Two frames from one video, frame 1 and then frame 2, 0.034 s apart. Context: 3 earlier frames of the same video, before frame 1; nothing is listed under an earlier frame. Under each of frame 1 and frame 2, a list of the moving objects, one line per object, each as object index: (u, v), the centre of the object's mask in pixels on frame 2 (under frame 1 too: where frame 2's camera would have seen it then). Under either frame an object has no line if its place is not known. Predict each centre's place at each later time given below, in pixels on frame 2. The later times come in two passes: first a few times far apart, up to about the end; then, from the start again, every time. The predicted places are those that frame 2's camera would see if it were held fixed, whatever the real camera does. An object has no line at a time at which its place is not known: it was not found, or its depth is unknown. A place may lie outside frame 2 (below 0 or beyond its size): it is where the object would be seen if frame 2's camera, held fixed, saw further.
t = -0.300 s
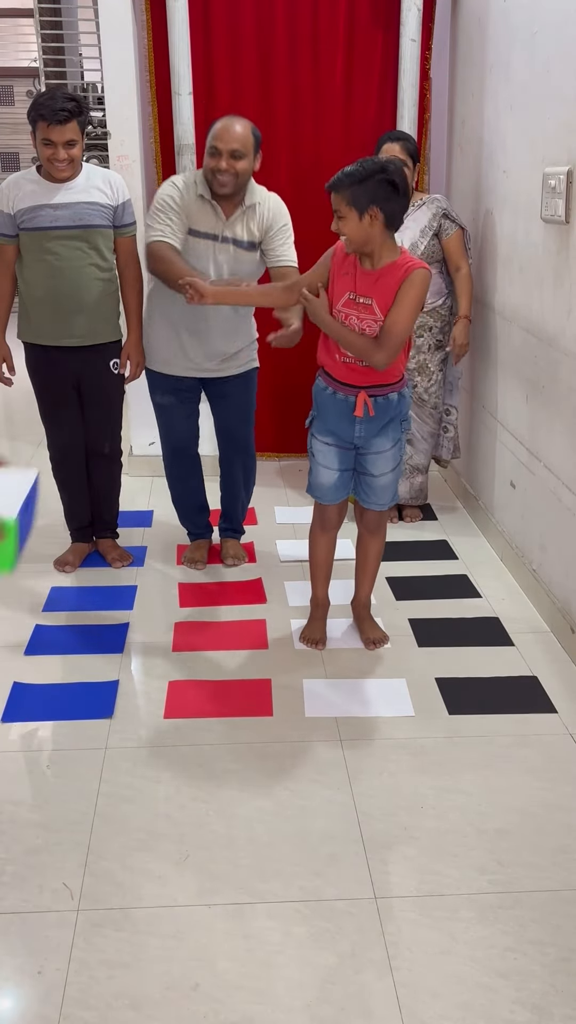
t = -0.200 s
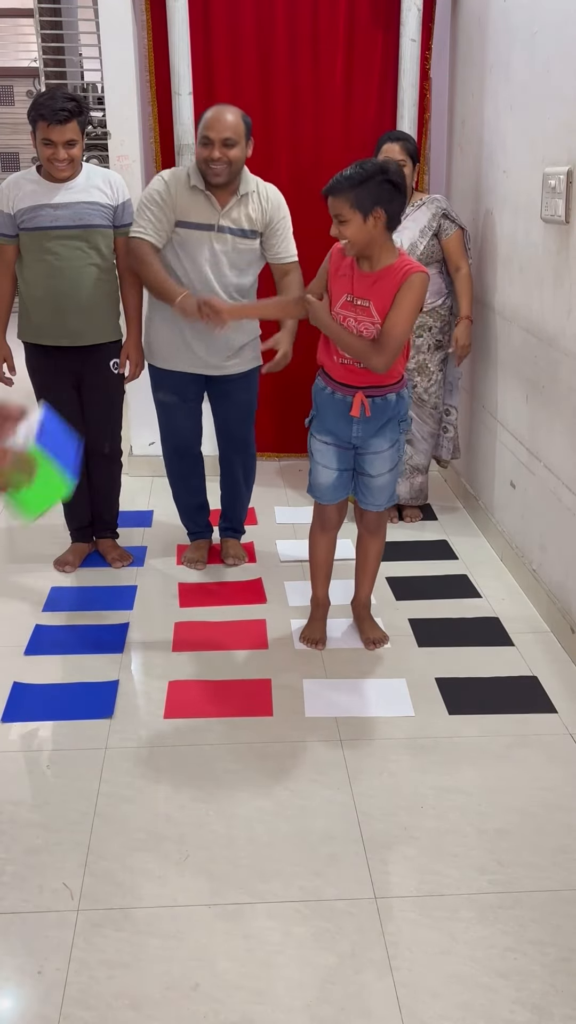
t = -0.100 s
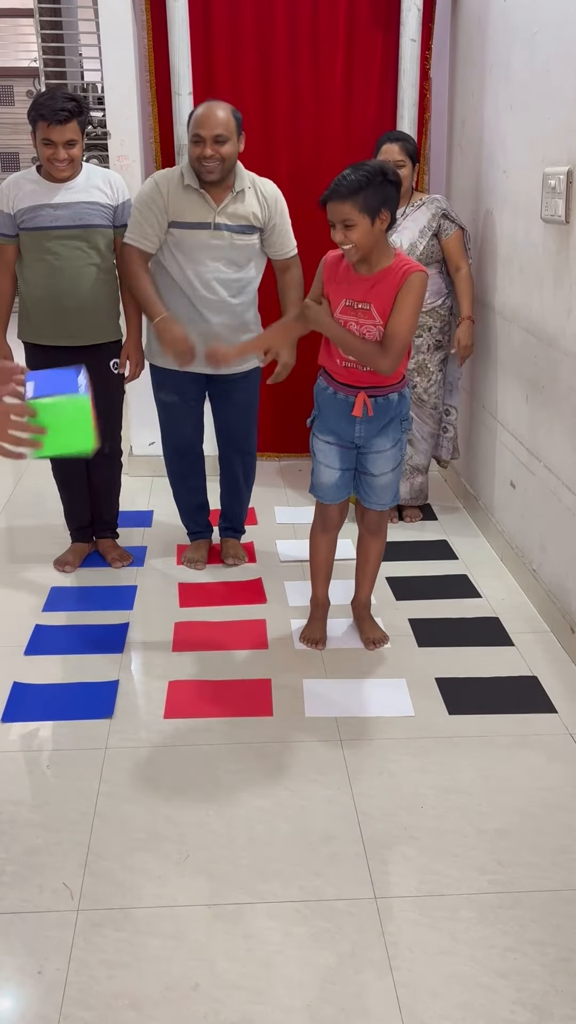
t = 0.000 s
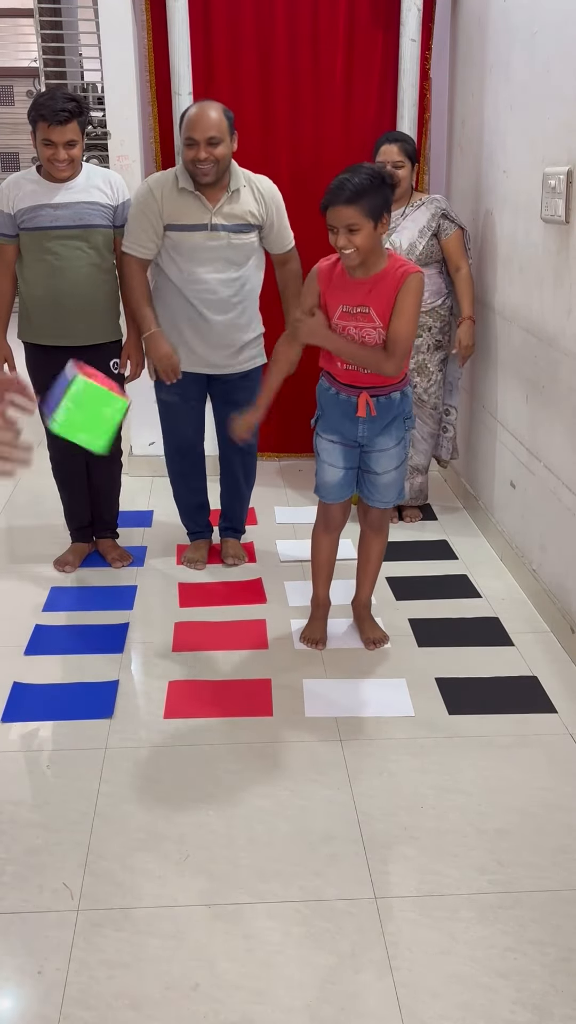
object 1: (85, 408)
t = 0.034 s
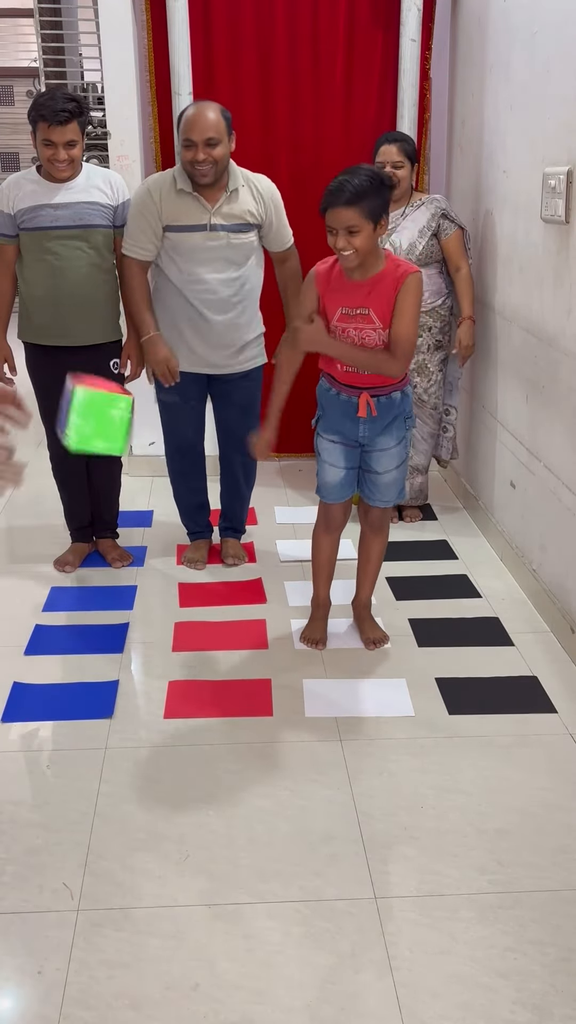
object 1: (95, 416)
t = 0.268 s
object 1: (162, 606)
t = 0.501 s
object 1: (229, 784)
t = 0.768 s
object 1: (291, 802)
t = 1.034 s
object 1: (297, 799)
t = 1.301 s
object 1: (300, 793)
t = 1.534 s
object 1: (301, 793)
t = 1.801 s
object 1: (301, 793)
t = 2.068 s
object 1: (301, 793)
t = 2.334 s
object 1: (301, 793)
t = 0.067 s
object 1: (104, 429)
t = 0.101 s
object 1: (114, 447)
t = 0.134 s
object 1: (123, 471)
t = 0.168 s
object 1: (132, 499)
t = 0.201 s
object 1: (145, 531)
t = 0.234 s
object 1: (153, 567)
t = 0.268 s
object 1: (162, 606)
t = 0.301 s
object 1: (170, 647)
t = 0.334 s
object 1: (178, 691)
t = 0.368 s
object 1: (187, 734)
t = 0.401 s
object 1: (196, 788)
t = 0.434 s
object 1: (208, 796)
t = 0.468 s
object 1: (218, 789)
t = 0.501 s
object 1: (229, 784)
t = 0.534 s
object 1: (239, 787)
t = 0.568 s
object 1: (249, 793)
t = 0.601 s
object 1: (259, 801)
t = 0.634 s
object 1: (267, 798)
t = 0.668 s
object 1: (274, 798)
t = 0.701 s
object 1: (281, 801)
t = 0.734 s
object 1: (287, 802)
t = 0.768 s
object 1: (291, 802)
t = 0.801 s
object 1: (293, 803)
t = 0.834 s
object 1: (294, 803)
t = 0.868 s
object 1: (295, 802)
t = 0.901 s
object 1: (295, 802)
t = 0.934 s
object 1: (295, 801)
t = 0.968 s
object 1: (296, 800)
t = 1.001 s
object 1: (296, 800)
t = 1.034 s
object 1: (297, 799)
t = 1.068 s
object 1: (297, 799)
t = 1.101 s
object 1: (299, 796)
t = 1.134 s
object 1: (300, 794)
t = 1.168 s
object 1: (300, 793)
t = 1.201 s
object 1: (301, 793)
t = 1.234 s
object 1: (301, 793)
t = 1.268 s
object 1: (300, 793)
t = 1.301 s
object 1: (300, 793)
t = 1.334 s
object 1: (301, 793)
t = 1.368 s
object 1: (301, 793)
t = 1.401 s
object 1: (301, 793)
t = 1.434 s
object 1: (301, 793)
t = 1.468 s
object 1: (301, 793)
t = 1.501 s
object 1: (301, 793)
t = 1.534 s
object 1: (301, 793)
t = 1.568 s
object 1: (301, 793)
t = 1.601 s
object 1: (301, 793)
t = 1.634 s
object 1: (301, 793)
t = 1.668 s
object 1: (301, 793)
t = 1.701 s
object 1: (301, 793)
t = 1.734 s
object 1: (301, 793)
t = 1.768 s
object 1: (301, 793)
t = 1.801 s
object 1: (301, 793)
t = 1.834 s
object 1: (301, 793)
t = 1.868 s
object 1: (301, 793)
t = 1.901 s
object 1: (301, 793)
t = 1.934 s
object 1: (301, 793)
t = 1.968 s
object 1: (301, 793)
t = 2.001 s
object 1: (300, 793)
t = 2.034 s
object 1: (301, 793)
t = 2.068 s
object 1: (301, 793)
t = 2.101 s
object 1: (301, 793)
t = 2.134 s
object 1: (301, 793)
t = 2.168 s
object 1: (301, 793)
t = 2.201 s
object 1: (301, 793)
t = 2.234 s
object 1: (301, 793)
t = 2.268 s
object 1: (301, 793)
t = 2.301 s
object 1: (301, 793)
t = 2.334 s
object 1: (301, 793)
